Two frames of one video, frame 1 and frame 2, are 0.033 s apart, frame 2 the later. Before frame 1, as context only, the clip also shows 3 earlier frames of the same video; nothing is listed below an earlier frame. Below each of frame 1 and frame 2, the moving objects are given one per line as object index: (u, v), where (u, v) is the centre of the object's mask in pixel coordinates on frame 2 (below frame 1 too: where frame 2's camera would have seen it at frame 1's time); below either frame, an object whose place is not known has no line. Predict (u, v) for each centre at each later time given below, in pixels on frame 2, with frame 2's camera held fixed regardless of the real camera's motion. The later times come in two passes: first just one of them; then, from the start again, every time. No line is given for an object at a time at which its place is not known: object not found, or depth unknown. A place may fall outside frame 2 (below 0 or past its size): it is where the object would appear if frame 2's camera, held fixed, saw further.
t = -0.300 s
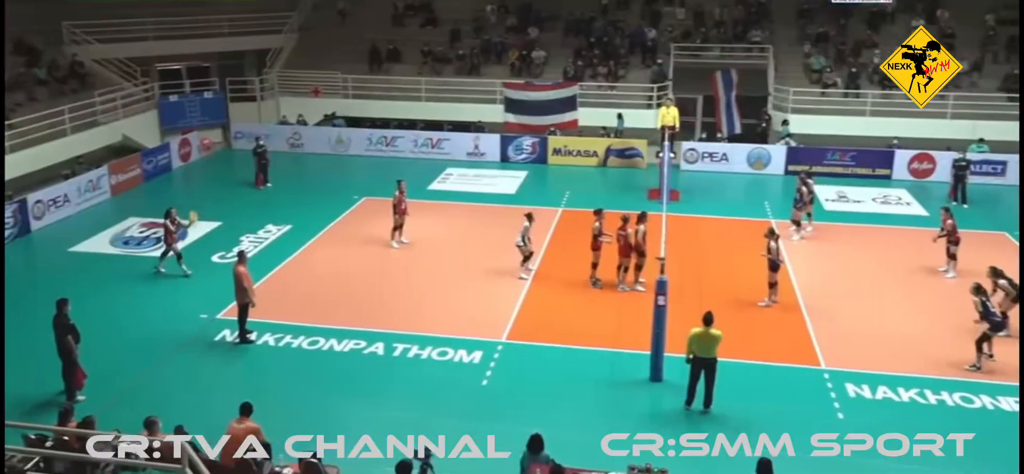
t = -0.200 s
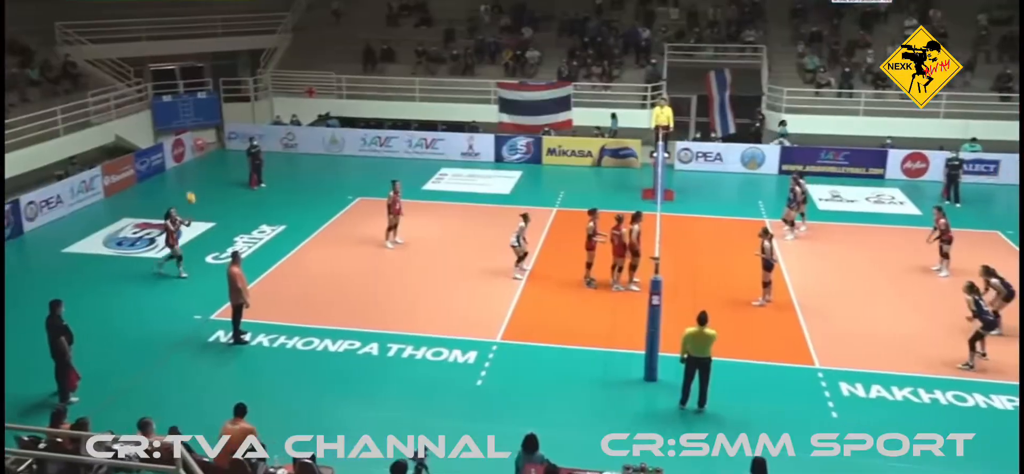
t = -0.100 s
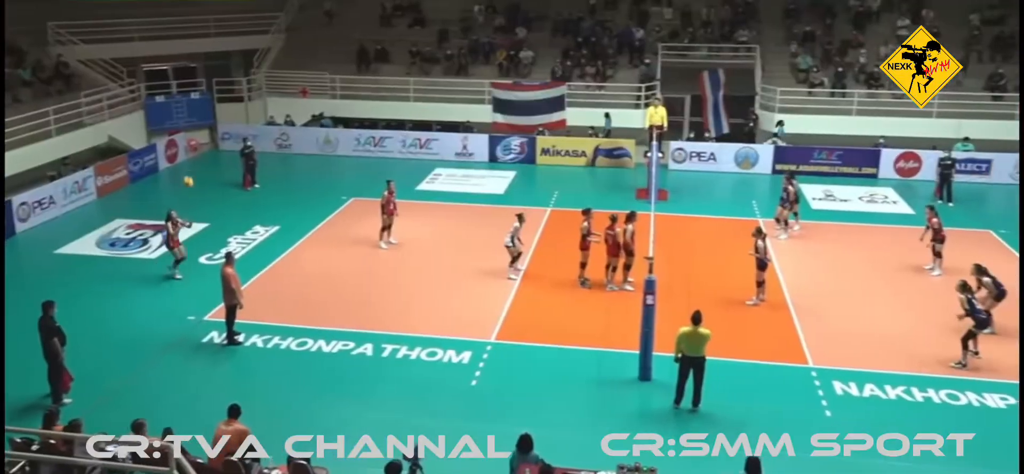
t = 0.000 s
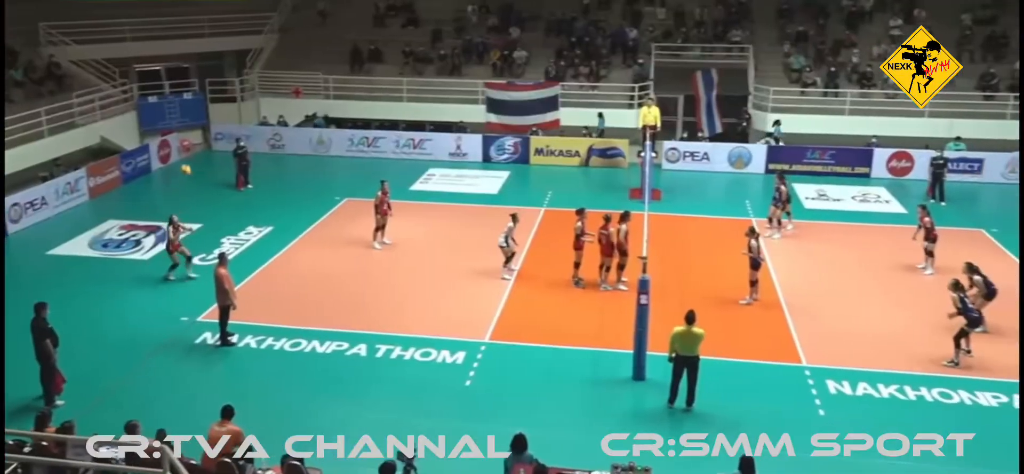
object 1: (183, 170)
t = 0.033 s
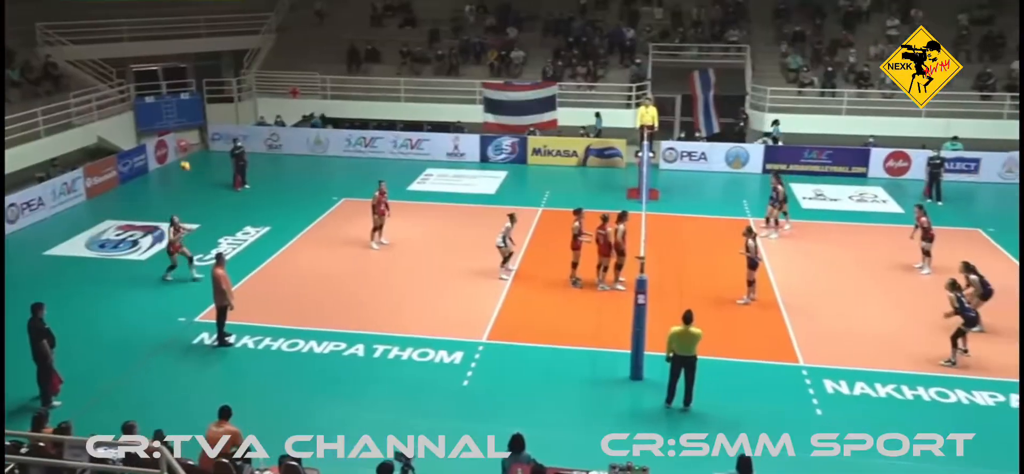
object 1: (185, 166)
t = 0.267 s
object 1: (197, 156)
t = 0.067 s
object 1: (186, 164)
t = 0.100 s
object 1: (188, 161)
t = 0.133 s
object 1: (190, 159)
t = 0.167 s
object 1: (191, 158)
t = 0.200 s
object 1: (194, 157)
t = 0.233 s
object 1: (196, 156)
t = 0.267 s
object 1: (197, 156)
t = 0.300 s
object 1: (200, 157)
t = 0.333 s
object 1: (202, 158)
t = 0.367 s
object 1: (203, 159)
